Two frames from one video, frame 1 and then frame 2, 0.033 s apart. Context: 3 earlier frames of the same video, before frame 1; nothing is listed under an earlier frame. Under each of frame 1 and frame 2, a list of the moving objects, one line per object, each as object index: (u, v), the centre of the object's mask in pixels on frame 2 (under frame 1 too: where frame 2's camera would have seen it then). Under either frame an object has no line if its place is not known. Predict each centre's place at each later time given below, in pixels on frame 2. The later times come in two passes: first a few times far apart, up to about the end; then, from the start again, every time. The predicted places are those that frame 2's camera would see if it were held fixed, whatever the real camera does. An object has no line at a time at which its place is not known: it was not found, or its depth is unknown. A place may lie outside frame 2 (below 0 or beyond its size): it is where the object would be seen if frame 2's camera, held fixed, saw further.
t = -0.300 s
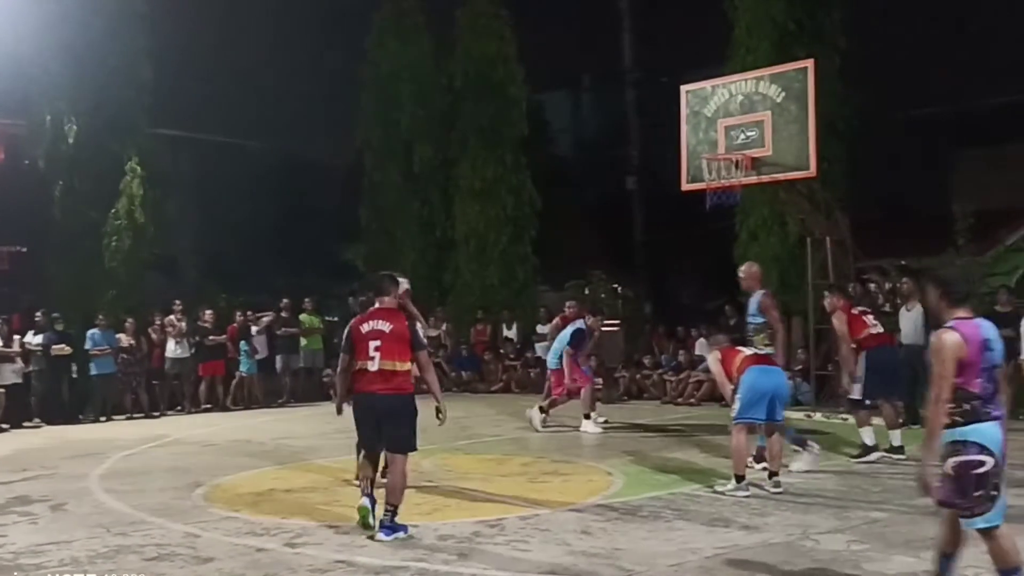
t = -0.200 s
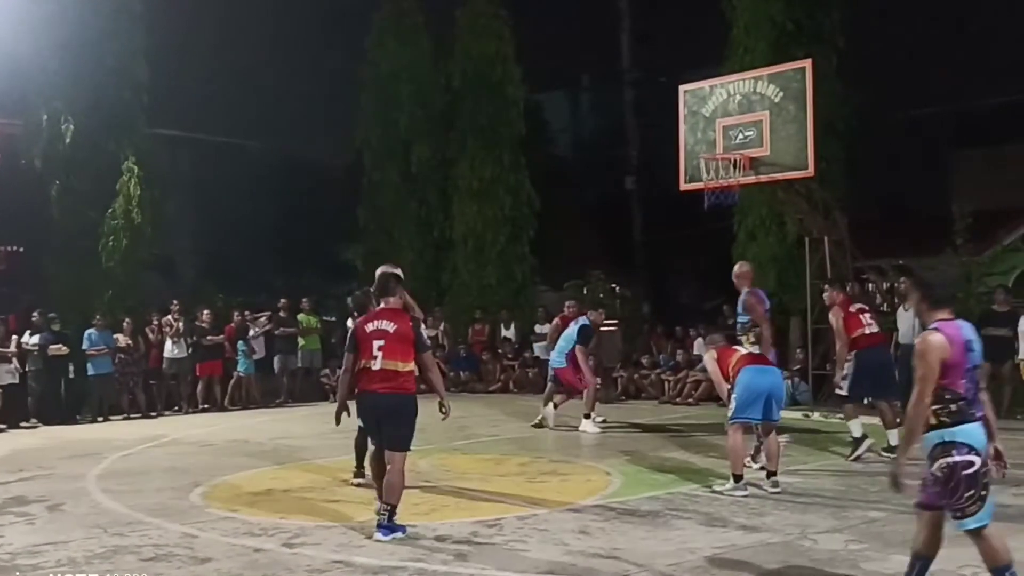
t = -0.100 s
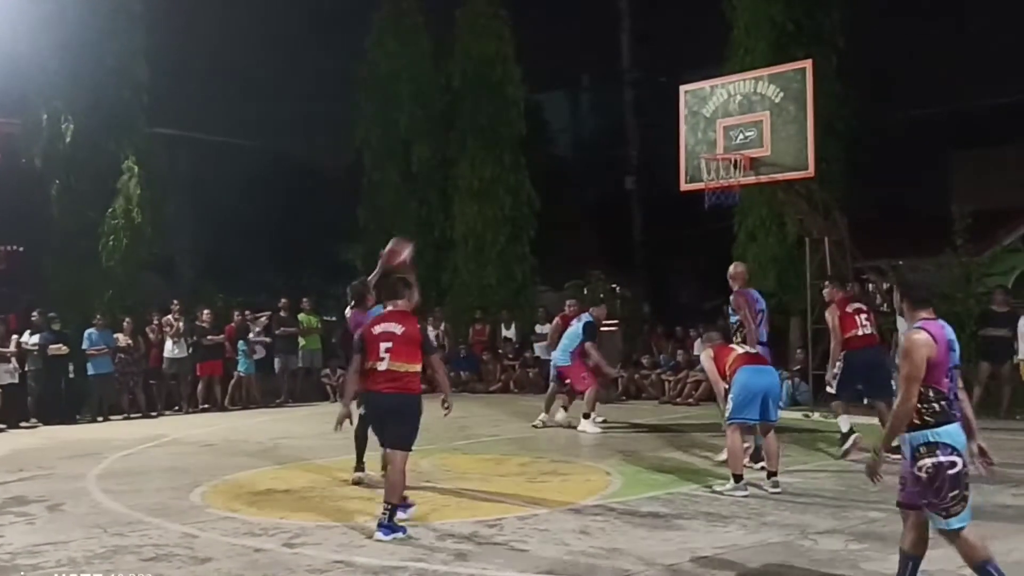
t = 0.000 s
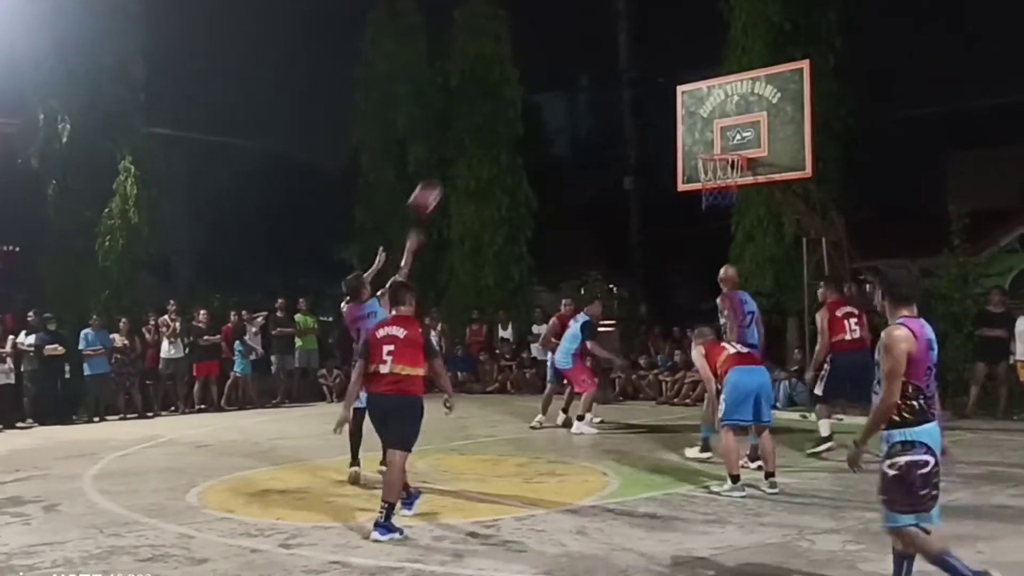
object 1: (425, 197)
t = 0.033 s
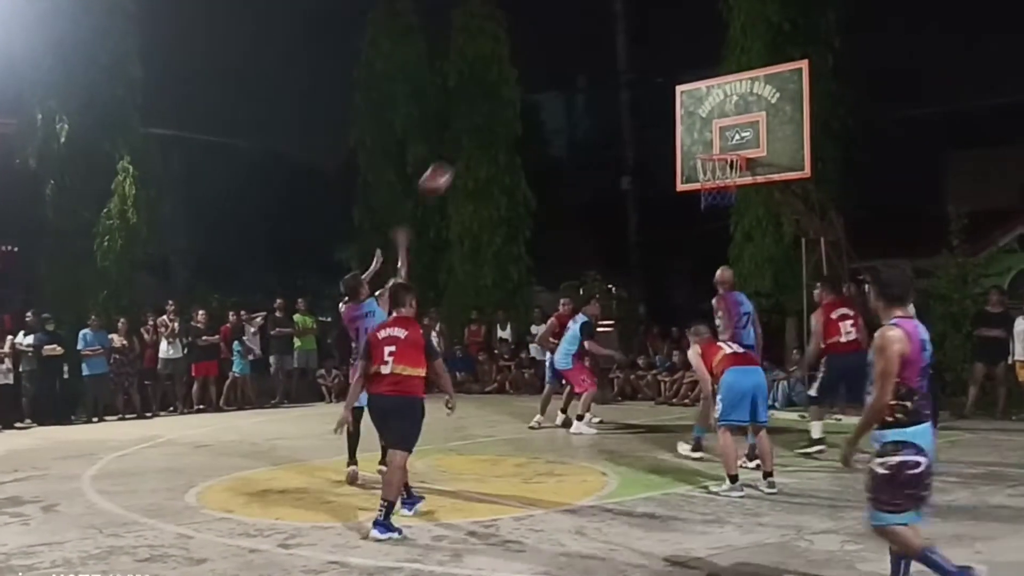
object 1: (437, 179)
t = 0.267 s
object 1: (516, 94)
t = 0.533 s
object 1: (595, 69)
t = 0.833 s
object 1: (671, 120)
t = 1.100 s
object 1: (700, 139)
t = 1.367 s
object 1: (711, 144)
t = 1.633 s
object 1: (709, 150)
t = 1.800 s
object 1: (704, 157)
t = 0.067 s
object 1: (448, 163)
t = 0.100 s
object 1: (459, 148)
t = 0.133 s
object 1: (471, 135)
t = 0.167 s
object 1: (483, 122)
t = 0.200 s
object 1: (494, 110)
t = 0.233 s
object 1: (504, 102)
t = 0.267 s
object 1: (516, 94)
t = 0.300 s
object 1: (527, 86)
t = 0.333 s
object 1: (536, 80)
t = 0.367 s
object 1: (547, 76)
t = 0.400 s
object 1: (556, 72)
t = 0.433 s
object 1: (566, 70)
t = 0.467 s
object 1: (576, 68)
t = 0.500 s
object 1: (586, 68)
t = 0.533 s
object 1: (595, 69)
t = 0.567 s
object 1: (604, 71)
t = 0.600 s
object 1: (613, 74)
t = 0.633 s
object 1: (622, 79)
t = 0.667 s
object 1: (632, 82)
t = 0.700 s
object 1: (640, 88)
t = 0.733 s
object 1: (649, 95)
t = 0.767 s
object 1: (658, 103)
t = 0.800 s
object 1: (664, 110)
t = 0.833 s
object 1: (671, 120)
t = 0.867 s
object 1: (680, 131)
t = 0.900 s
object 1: (690, 145)
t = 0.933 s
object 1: (694, 147)
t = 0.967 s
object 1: (696, 144)
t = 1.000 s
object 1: (696, 142)
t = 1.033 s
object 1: (698, 140)
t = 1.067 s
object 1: (698, 139)
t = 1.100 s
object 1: (700, 139)
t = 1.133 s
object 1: (700, 141)
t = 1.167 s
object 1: (700, 142)
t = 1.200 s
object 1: (701, 145)
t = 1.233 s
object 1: (704, 145)
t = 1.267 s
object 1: (706, 145)
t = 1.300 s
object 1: (708, 143)
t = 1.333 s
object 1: (710, 143)
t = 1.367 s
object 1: (711, 144)
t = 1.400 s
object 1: (715, 145)
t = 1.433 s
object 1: (716, 149)
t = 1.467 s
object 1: (717, 149)
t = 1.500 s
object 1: (715, 149)
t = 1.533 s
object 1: (714, 149)
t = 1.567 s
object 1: (713, 148)
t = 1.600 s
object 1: (711, 149)
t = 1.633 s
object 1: (709, 150)
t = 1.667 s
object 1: (709, 151)
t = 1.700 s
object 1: (708, 154)
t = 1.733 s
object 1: (707, 156)
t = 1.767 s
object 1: (705, 156)
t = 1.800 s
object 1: (704, 157)
